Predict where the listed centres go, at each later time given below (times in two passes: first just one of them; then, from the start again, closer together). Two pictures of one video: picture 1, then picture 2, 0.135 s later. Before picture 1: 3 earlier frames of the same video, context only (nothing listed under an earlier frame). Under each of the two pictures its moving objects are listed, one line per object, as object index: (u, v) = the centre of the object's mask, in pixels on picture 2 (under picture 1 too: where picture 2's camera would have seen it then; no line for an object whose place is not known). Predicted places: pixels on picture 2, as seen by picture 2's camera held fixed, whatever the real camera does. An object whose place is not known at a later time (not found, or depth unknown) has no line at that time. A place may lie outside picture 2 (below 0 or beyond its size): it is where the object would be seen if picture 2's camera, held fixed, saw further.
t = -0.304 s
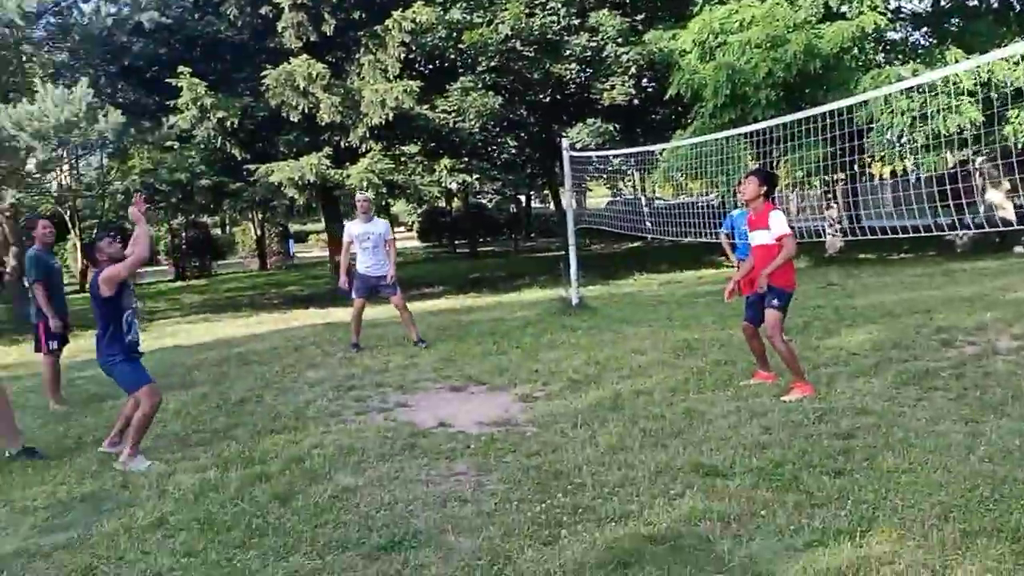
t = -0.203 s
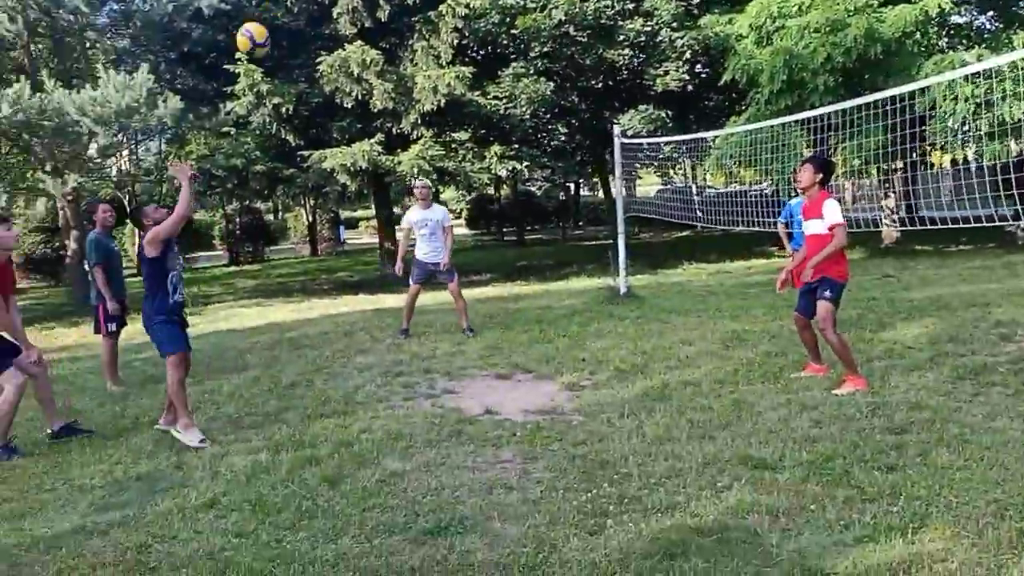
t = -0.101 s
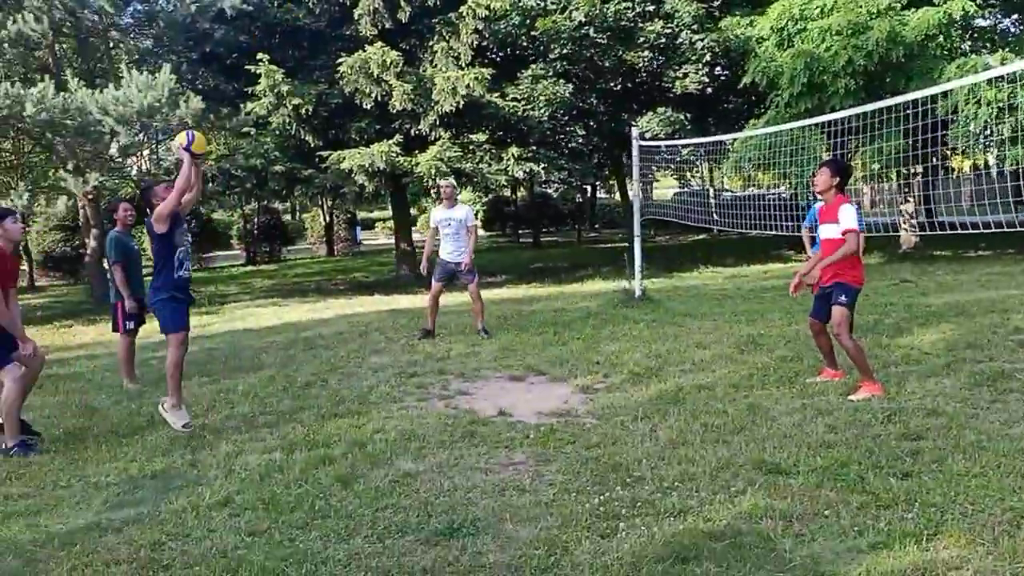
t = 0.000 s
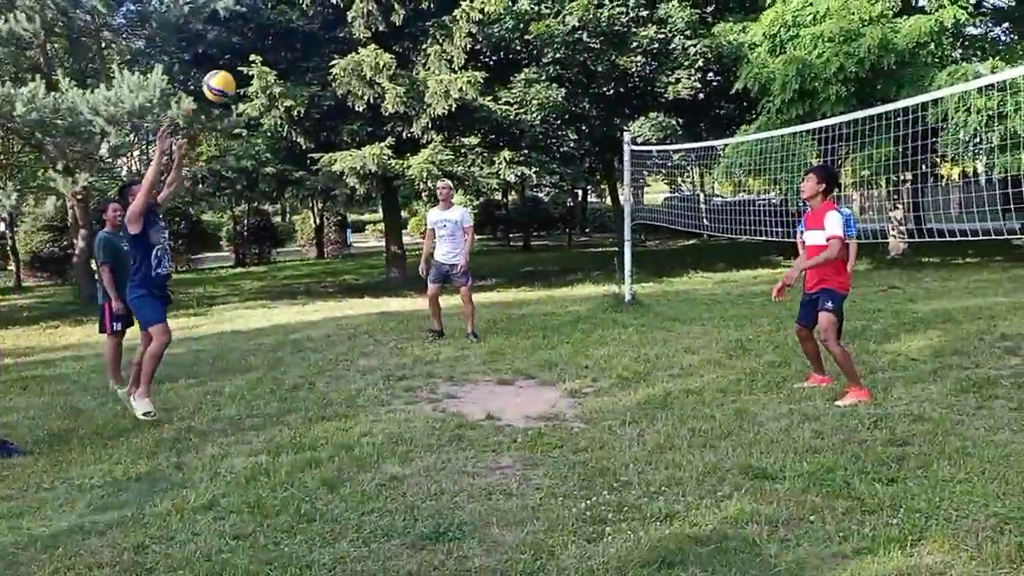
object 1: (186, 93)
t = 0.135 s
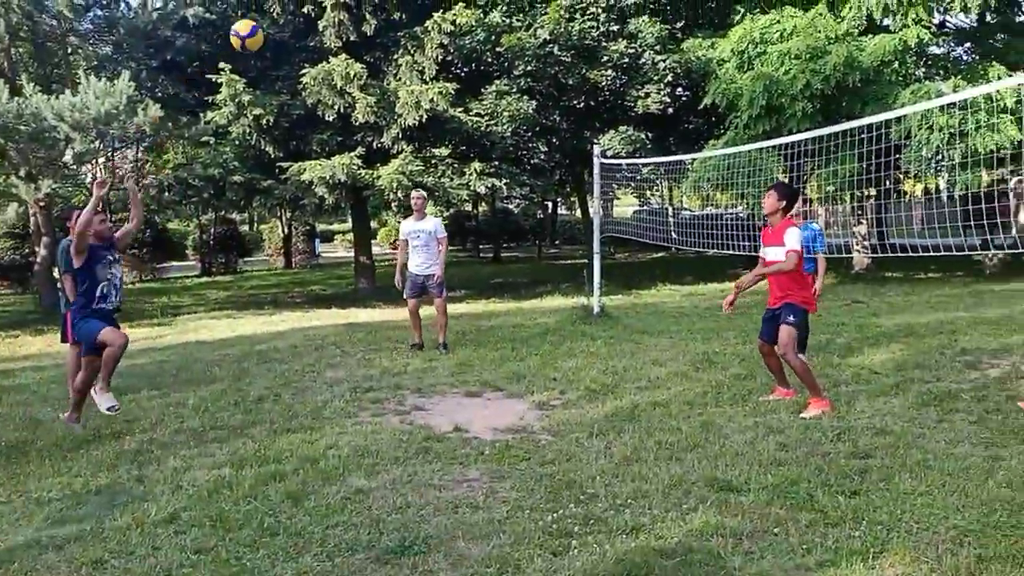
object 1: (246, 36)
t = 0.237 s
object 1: (289, 12)
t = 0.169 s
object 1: (261, 26)
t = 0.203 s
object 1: (275, 18)
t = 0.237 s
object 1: (289, 12)
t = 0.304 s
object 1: (319, 9)
